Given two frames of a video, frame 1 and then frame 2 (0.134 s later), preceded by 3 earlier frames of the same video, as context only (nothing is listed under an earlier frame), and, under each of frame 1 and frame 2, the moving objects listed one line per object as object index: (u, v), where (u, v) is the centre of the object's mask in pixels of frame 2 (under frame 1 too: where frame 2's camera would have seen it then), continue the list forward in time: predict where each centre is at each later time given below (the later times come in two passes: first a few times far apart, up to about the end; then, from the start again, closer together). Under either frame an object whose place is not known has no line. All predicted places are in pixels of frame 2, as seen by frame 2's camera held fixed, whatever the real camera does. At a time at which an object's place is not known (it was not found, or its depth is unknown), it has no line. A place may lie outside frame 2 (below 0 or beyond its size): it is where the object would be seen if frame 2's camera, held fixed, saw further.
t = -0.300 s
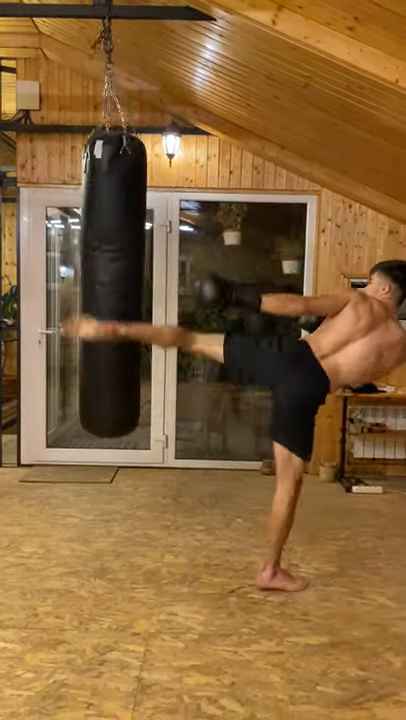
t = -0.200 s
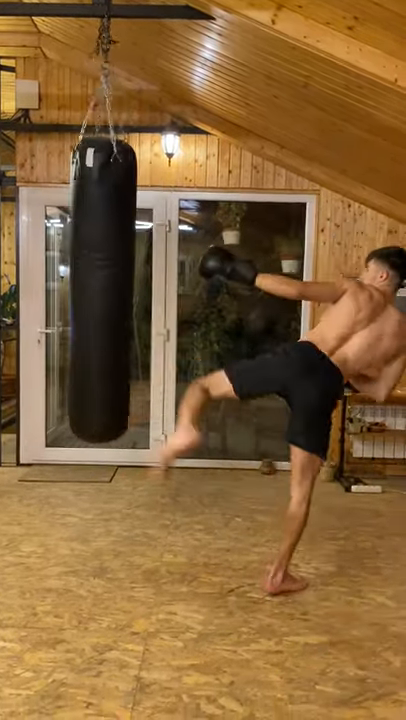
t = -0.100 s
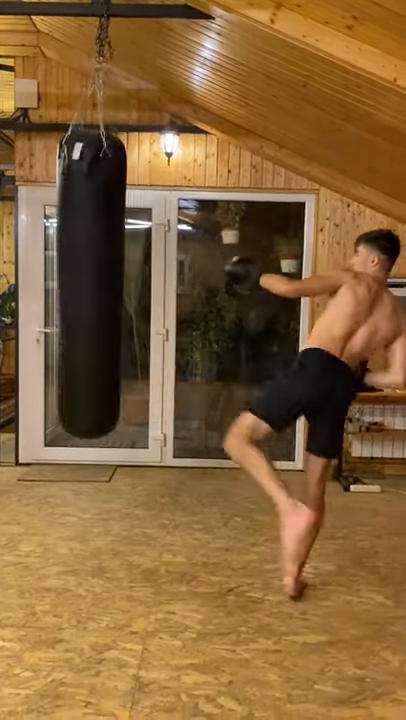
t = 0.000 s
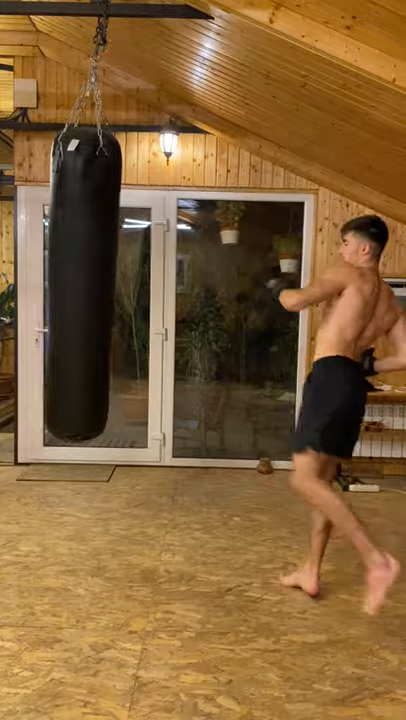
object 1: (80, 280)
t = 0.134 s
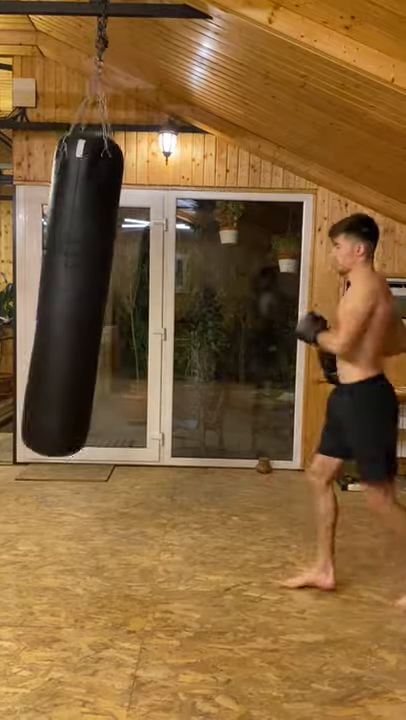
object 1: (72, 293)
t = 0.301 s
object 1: (64, 297)
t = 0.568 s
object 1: (60, 299)
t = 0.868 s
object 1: (78, 302)
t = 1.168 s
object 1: (111, 304)
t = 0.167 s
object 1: (71, 293)
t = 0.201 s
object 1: (69, 293)
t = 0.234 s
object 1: (67, 294)
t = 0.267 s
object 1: (65, 295)
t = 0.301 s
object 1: (64, 297)
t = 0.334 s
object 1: (62, 298)
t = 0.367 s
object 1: (61, 296)
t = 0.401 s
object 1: (60, 294)
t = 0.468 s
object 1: (60, 293)
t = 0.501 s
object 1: (59, 294)
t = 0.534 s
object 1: (60, 296)
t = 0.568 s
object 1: (60, 299)
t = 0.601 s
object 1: (61, 302)
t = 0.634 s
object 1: (63, 303)
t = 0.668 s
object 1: (65, 303)
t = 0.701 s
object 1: (67, 304)
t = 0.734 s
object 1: (69, 304)
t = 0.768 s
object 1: (71, 304)
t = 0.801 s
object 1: (74, 304)
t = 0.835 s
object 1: (76, 304)
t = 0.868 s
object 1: (78, 302)
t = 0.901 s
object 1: (81, 300)
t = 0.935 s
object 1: (84, 299)
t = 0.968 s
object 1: (88, 301)
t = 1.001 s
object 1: (92, 302)
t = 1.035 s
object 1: (96, 305)
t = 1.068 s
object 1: (99, 306)
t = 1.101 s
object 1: (103, 305)
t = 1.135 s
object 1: (107, 304)
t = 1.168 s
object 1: (111, 304)
